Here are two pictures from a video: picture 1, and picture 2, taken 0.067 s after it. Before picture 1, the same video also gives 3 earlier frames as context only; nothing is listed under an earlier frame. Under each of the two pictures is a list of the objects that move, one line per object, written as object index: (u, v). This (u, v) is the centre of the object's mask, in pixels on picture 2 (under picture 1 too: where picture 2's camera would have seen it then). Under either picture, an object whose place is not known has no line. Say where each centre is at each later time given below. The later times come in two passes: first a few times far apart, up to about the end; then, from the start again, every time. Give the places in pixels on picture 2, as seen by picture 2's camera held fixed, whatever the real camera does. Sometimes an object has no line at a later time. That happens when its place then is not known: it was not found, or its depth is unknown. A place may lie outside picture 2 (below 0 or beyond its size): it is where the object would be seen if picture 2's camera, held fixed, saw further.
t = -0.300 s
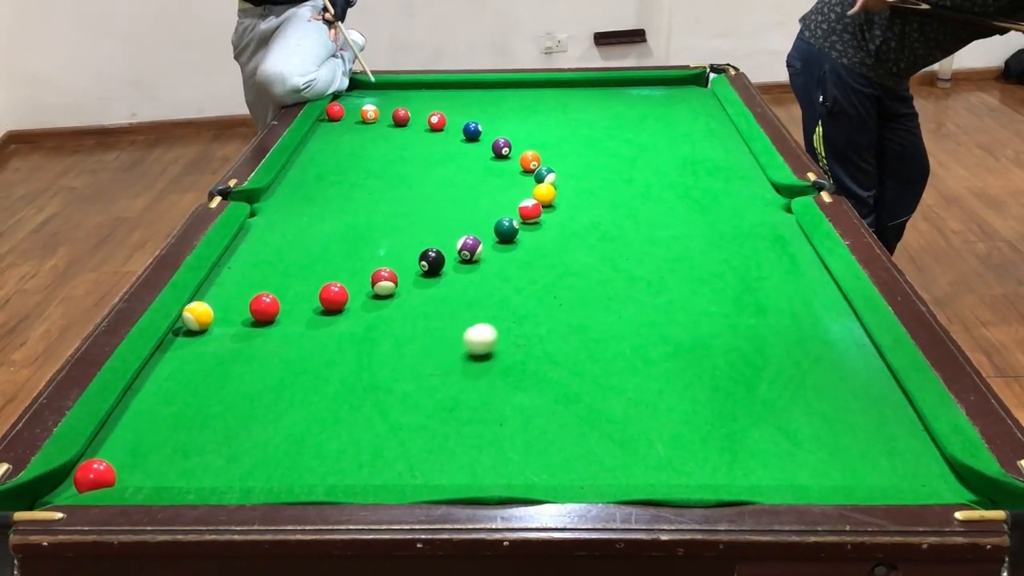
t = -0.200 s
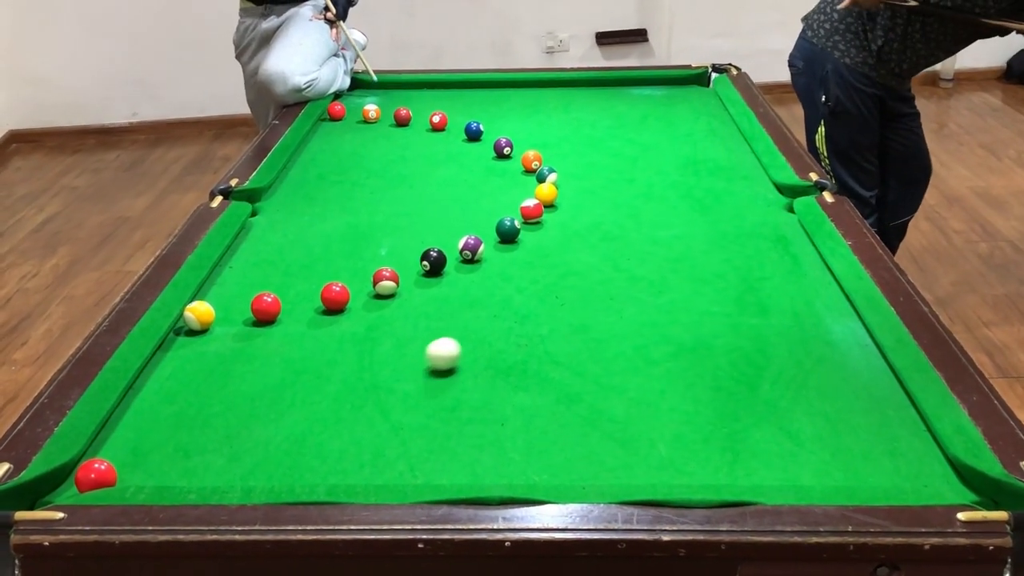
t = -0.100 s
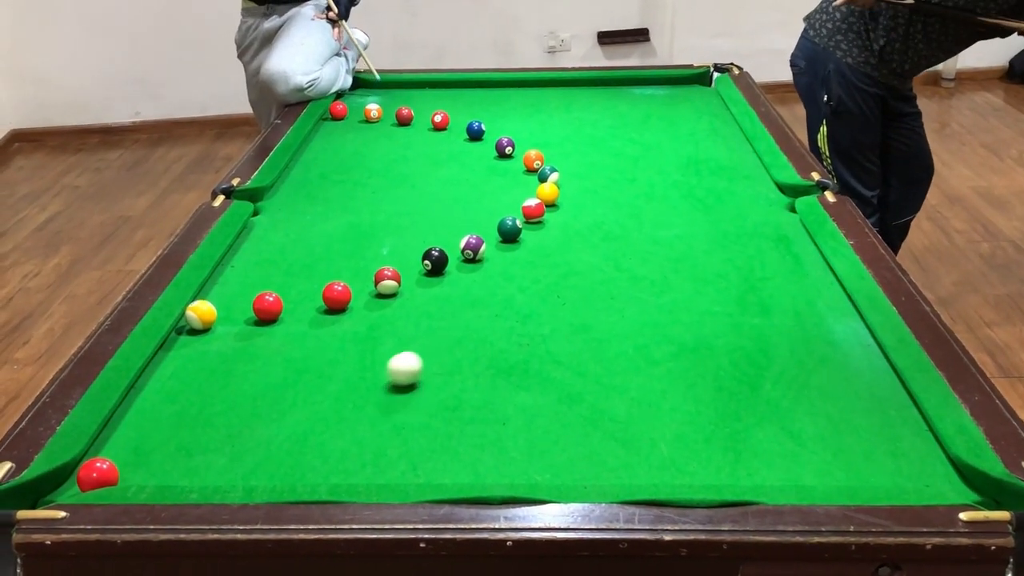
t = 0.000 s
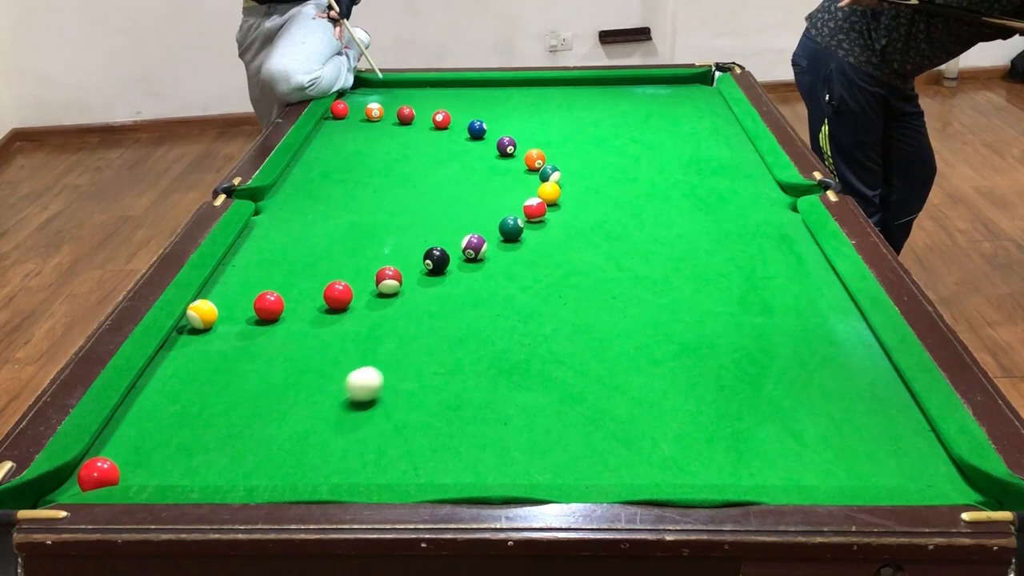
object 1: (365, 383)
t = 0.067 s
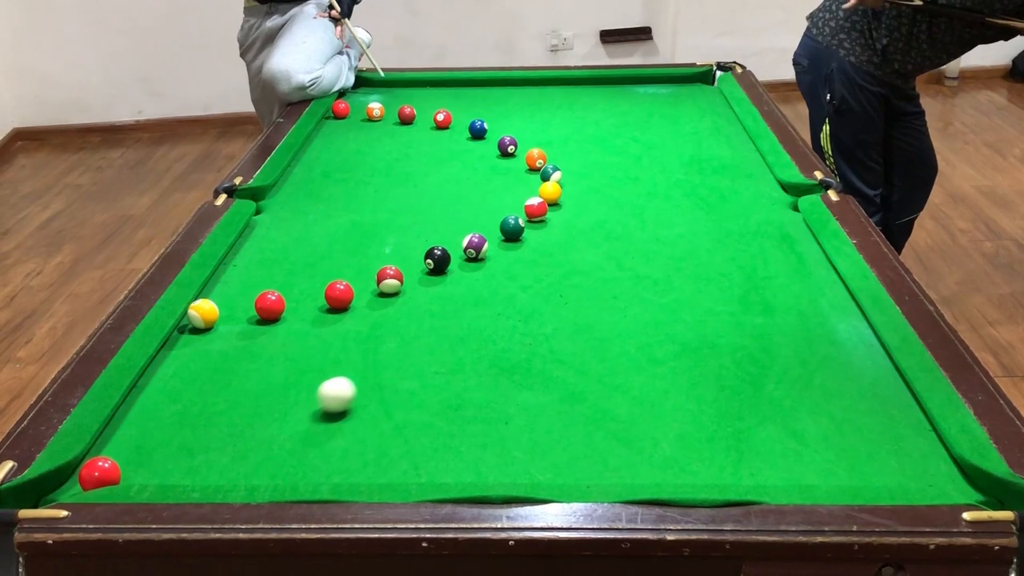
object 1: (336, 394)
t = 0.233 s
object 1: (261, 423)
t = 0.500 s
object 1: (140, 469)
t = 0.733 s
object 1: (125, 471)
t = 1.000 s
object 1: (120, 459)
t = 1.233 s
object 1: (120, 447)
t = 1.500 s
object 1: (123, 436)
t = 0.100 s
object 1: (321, 400)
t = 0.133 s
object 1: (307, 406)
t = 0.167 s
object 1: (292, 411)
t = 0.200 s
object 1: (276, 417)
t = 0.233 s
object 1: (261, 423)
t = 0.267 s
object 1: (245, 429)
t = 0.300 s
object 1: (230, 435)
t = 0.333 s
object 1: (214, 441)
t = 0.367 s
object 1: (198, 448)
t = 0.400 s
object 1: (182, 454)
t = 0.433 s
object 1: (165, 460)
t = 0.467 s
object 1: (150, 465)
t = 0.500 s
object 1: (140, 469)
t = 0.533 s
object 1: (138, 471)
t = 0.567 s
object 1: (135, 473)
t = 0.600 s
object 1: (131, 475)
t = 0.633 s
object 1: (129, 474)
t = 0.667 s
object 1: (127, 473)
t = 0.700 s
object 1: (126, 472)
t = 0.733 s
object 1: (125, 471)
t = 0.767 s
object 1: (124, 470)
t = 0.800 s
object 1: (123, 468)
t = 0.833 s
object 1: (122, 467)
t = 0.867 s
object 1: (122, 466)
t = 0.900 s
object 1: (121, 464)
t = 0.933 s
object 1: (121, 463)
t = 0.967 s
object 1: (120, 461)
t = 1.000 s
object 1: (120, 459)
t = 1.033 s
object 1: (120, 457)
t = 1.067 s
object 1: (119, 455)
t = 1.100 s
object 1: (119, 453)
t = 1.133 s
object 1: (119, 452)
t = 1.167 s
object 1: (119, 450)
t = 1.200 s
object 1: (120, 449)
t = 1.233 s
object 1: (120, 447)
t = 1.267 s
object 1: (120, 445)
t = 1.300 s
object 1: (121, 444)
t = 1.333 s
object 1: (121, 442)
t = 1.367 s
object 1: (121, 441)
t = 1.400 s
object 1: (121, 440)
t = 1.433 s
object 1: (122, 438)
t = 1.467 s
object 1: (123, 437)
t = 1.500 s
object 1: (123, 436)
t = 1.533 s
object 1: (124, 435)
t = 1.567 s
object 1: (124, 434)
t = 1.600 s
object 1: (125, 432)
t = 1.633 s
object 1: (126, 431)
